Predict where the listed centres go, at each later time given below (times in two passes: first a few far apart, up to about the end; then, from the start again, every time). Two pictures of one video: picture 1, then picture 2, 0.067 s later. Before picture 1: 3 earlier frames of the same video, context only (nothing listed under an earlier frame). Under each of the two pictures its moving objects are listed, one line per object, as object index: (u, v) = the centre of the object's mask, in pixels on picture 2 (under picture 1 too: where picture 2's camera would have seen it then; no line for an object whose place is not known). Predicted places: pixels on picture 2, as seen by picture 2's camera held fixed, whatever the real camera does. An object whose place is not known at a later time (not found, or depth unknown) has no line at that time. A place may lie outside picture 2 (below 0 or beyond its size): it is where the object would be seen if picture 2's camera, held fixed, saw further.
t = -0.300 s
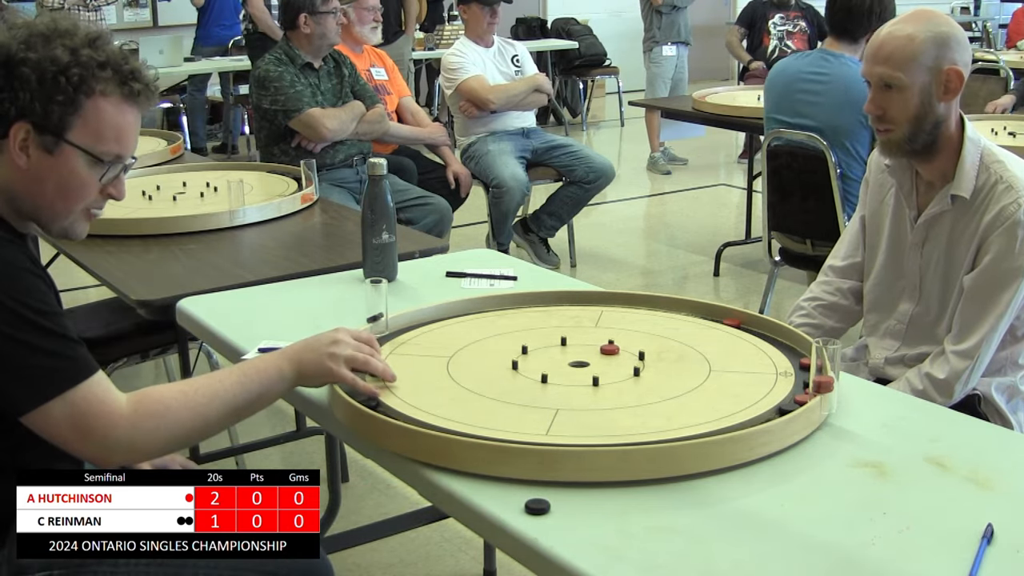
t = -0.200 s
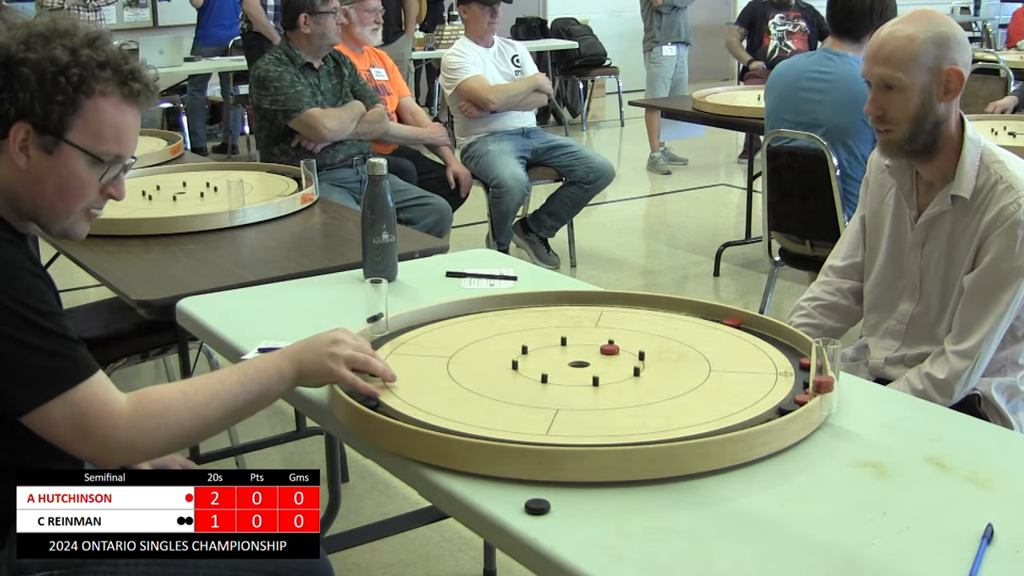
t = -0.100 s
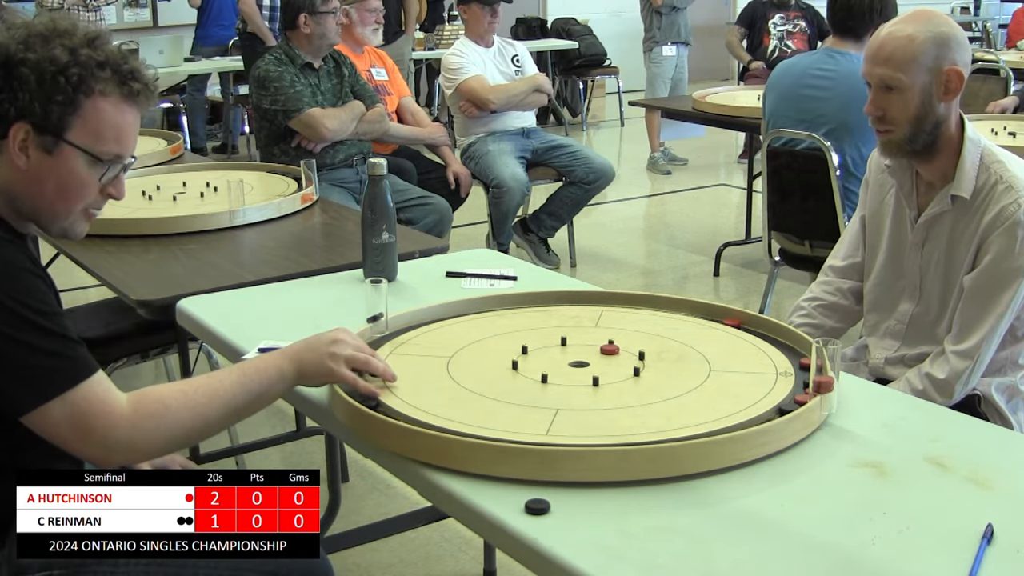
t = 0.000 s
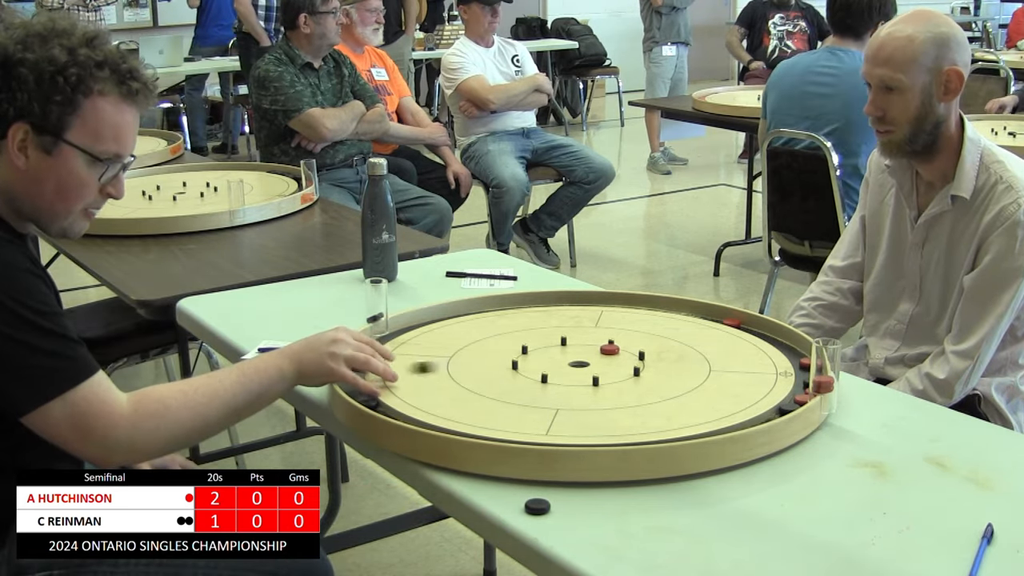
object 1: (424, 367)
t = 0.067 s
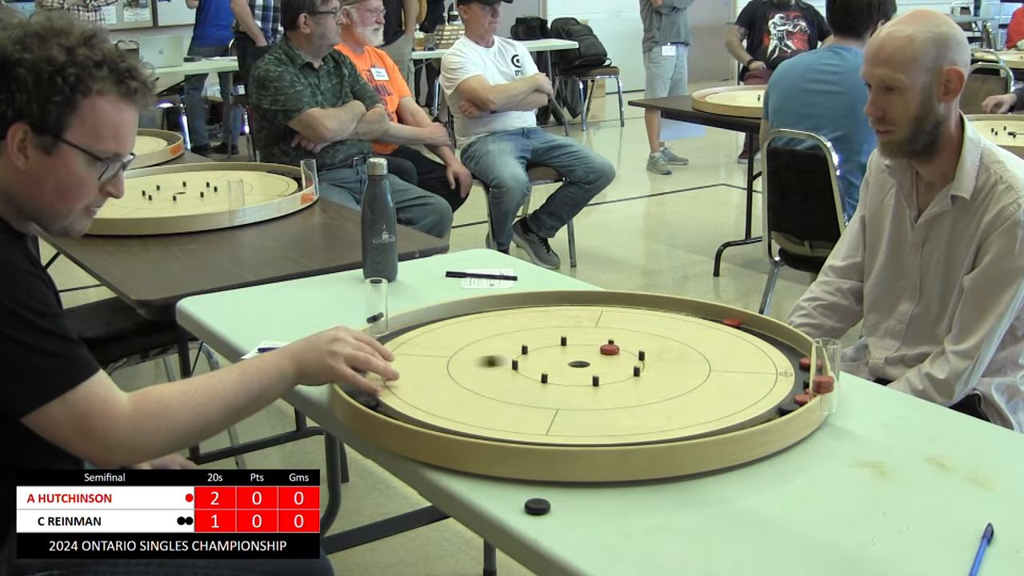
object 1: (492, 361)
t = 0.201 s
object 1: (595, 351)
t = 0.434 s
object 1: (620, 351)
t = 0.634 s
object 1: (632, 351)
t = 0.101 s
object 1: (526, 357)
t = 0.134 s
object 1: (556, 354)
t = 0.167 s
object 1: (586, 352)
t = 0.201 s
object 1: (595, 351)
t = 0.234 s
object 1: (600, 351)
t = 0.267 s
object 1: (605, 351)
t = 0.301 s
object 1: (609, 351)
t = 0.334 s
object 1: (613, 351)
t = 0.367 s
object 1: (616, 351)
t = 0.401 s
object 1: (618, 351)
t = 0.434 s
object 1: (620, 351)
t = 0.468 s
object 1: (622, 351)
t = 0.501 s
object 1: (629, 352)
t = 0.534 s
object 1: (630, 352)
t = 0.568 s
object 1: (631, 351)
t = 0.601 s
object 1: (631, 351)
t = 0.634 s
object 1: (632, 351)
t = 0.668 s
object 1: (632, 351)
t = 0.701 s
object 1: (632, 351)
